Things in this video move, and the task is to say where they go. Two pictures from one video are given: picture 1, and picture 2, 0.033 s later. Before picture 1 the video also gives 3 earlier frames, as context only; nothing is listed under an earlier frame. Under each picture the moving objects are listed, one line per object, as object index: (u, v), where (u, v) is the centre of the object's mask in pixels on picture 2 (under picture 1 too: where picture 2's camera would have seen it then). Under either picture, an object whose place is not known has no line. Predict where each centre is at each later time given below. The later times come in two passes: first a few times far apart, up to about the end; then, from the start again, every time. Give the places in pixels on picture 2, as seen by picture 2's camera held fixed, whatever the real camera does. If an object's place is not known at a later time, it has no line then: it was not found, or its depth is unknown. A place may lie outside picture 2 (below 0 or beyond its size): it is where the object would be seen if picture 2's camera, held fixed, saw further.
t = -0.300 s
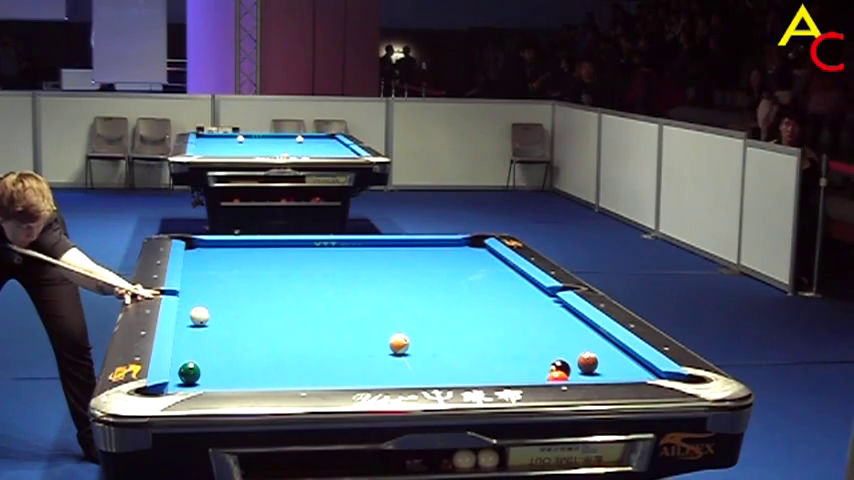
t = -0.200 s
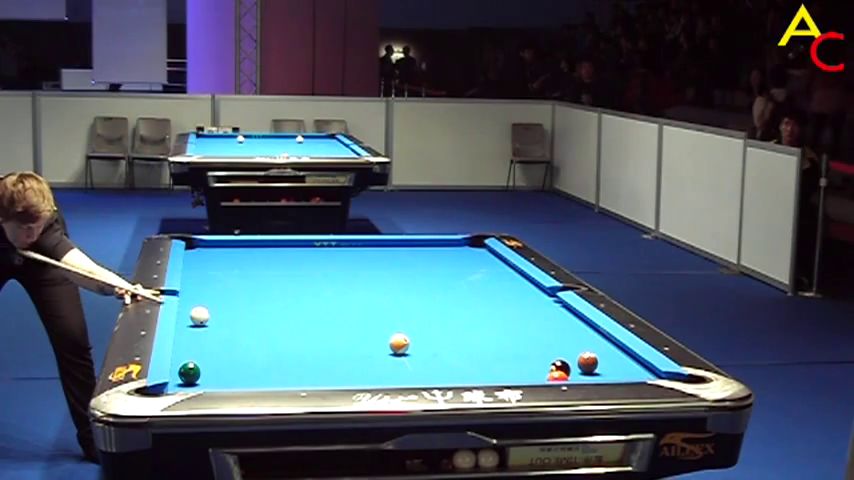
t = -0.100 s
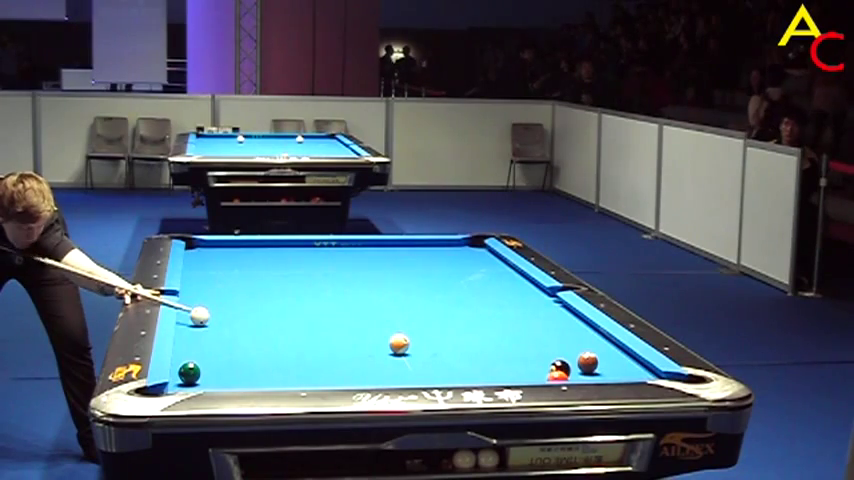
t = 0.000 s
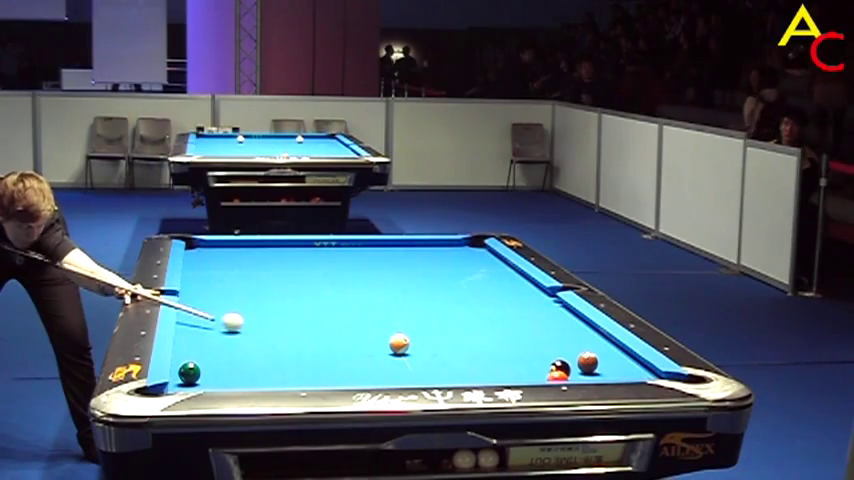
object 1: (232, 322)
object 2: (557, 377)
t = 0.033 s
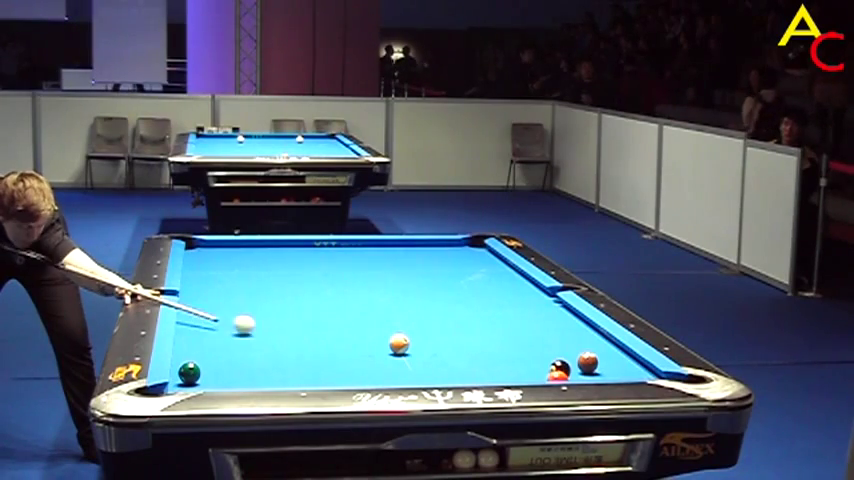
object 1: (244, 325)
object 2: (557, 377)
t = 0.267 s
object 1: (328, 341)
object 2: (557, 377)
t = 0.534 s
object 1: (436, 363)
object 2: (557, 377)
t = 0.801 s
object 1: (530, 375)
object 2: (572, 376)
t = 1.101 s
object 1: (505, 364)
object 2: (638, 374)
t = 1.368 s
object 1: (488, 351)
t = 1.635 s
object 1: (472, 341)
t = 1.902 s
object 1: (458, 331)
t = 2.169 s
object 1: (445, 322)
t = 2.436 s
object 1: (433, 314)
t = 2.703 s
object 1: (423, 306)
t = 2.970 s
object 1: (413, 300)
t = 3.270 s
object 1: (404, 293)
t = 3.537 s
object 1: (396, 288)
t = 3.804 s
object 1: (388, 283)
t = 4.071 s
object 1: (381, 279)
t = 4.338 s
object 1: (375, 275)
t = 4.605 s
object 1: (369, 272)
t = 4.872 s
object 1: (365, 268)
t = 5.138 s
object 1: (360, 266)
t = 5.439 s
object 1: (355, 263)
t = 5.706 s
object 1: (351, 261)
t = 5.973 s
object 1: (348, 259)
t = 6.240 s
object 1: (344, 257)
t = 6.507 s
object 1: (342, 256)
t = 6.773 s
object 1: (340, 254)
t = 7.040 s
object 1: (337, 253)
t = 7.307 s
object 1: (336, 252)
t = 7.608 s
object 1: (334, 252)
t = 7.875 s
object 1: (334, 251)
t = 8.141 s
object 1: (334, 251)
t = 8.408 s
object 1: (334, 251)
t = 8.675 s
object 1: (334, 251)
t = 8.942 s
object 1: (334, 251)
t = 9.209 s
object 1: (334, 251)
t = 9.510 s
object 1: (334, 251)
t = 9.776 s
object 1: (334, 251)
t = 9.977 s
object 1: (334, 251)
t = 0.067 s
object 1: (256, 327)
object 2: (557, 377)
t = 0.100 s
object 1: (267, 329)
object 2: (557, 377)
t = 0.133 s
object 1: (279, 331)
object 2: (557, 377)
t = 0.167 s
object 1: (291, 334)
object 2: (557, 377)
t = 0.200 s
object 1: (304, 337)
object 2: (557, 377)
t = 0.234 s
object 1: (316, 339)
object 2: (557, 377)
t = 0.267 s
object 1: (328, 341)
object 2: (557, 377)
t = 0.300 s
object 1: (341, 344)
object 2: (557, 377)
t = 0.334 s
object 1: (354, 346)
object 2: (557, 377)
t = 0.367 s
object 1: (367, 349)
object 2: (557, 377)
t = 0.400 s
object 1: (380, 352)
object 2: (557, 377)
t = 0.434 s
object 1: (394, 355)
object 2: (557, 377)
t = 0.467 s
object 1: (408, 357)
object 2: (557, 377)
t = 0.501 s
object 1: (422, 360)
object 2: (557, 377)
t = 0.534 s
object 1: (436, 363)
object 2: (557, 377)
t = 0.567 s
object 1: (450, 365)
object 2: (557, 377)
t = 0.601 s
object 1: (464, 368)
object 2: (557, 377)
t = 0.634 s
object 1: (479, 370)
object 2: (557, 377)
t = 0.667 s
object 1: (494, 372)
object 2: (557, 377)
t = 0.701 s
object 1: (509, 373)
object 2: (557, 377)
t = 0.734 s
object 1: (524, 375)
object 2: (557, 377)
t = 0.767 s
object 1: (535, 376)
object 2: (561, 376)
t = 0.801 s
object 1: (530, 375)
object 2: (572, 376)
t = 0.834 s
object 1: (525, 374)
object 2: (581, 376)
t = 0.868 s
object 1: (522, 373)
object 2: (590, 376)
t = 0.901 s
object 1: (520, 372)
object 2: (597, 375)
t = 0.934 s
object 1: (517, 371)
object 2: (604, 375)
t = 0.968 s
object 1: (515, 370)
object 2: (610, 375)
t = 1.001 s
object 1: (512, 369)
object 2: (618, 375)
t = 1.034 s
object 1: (510, 367)
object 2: (624, 375)
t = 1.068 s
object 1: (507, 365)
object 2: (631, 374)
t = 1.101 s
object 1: (505, 364)
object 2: (638, 374)
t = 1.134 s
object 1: (503, 362)
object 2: (645, 374)
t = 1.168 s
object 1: (500, 361)
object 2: (652, 374)
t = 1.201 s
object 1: (498, 359)
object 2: (659, 374)
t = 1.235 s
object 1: (496, 357)
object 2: (666, 374)
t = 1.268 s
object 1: (494, 356)
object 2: (668, 374)
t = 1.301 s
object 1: (492, 355)
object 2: (670, 377)
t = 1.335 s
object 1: (490, 353)
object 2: (673, 380)
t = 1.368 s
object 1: (488, 351)
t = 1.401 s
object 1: (485, 350)
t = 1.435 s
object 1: (483, 349)
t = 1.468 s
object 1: (482, 347)
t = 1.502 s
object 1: (479, 346)
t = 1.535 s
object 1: (477, 345)
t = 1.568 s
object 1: (476, 343)
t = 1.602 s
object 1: (474, 342)
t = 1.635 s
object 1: (472, 341)
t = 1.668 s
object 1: (470, 339)
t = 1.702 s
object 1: (468, 338)
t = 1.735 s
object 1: (466, 337)
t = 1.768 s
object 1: (465, 335)
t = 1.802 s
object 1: (463, 334)
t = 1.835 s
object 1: (461, 333)
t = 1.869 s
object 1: (459, 332)
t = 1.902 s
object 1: (458, 331)
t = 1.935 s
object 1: (456, 330)
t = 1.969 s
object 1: (454, 328)
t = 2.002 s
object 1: (453, 327)
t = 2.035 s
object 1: (451, 326)
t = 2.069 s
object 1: (450, 325)
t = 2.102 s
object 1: (448, 324)
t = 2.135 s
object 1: (447, 323)
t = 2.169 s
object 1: (445, 322)
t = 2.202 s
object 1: (444, 321)
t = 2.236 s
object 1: (442, 320)
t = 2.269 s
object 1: (440, 319)
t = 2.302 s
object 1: (439, 318)
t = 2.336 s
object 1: (438, 317)
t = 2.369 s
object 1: (436, 316)
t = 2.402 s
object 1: (435, 314)
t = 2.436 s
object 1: (433, 314)
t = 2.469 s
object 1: (432, 313)
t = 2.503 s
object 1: (431, 312)
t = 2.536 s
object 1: (429, 311)
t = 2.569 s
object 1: (428, 310)
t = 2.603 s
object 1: (427, 309)
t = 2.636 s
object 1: (425, 308)
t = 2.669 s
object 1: (424, 307)
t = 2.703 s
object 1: (423, 306)
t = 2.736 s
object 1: (422, 306)
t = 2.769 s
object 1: (421, 305)
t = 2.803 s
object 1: (419, 304)
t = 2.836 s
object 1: (418, 303)
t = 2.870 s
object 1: (417, 302)
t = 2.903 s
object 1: (415, 302)
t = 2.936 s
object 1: (414, 301)
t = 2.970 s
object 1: (413, 300)
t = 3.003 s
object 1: (412, 299)
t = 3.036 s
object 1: (411, 299)
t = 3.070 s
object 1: (410, 298)
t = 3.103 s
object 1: (409, 297)
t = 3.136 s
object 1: (407, 296)
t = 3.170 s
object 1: (407, 295)
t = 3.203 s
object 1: (406, 295)
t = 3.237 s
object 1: (405, 294)
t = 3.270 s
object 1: (404, 293)
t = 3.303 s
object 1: (403, 293)
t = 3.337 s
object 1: (402, 292)
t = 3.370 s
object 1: (401, 291)
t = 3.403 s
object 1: (399, 291)
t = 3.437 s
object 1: (398, 290)
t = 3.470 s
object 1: (397, 289)
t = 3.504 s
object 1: (397, 289)
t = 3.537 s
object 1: (396, 288)
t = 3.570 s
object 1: (395, 288)
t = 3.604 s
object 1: (394, 287)
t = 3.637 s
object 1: (393, 286)
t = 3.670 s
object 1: (392, 286)
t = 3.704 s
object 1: (391, 285)
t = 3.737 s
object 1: (390, 284)
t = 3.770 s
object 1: (389, 284)
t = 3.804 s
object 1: (388, 283)
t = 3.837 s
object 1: (387, 283)
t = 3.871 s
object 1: (386, 282)
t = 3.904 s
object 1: (386, 281)
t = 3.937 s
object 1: (385, 281)
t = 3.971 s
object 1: (384, 280)
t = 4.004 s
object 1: (383, 280)
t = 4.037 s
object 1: (382, 279)
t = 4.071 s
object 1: (381, 279)
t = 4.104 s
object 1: (380, 278)
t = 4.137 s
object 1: (380, 278)
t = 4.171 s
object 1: (379, 277)
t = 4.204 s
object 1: (378, 277)
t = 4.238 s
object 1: (377, 276)
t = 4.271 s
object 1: (377, 276)
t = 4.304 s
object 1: (376, 276)
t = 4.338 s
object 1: (375, 275)
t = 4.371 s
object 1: (374, 275)
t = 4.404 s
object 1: (373, 274)
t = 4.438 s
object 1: (373, 274)
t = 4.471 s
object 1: (372, 273)
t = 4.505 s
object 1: (371, 273)
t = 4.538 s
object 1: (371, 272)
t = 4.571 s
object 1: (370, 272)
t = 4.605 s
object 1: (369, 272)
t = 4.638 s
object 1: (369, 271)
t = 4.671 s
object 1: (368, 271)
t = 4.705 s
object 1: (367, 270)
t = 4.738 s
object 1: (367, 270)
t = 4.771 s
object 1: (366, 270)
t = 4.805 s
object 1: (366, 269)
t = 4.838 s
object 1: (365, 269)
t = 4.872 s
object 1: (365, 268)
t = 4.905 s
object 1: (364, 268)
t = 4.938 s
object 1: (363, 268)
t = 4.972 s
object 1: (363, 268)
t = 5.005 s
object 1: (362, 267)
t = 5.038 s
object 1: (362, 266)
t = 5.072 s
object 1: (361, 266)
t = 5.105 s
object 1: (360, 266)
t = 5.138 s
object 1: (360, 266)
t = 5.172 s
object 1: (359, 265)
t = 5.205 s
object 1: (359, 265)
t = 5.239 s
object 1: (358, 265)
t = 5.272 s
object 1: (358, 265)
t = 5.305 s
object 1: (357, 264)
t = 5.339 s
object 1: (357, 264)
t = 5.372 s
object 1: (356, 264)
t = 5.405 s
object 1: (355, 263)
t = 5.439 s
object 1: (355, 263)
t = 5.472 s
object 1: (355, 263)
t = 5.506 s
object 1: (354, 262)
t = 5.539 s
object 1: (354, 262)
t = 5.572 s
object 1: (353, 262)
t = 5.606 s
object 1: (353, 262)
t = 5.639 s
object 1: (352, 261)
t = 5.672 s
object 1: (352, 261)
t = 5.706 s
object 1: (351, 261)
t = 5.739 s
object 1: (351, 260)
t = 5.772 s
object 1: (350, 260)
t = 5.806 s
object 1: (350, 260)
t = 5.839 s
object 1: (350, 260)
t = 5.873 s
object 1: (349, 259)
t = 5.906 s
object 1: (349, 259)
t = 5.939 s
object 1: (348, 259)
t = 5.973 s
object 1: (348, 259)
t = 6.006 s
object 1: (348, 258)
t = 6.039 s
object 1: (347, 258)
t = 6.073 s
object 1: (347, 258)
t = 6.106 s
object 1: (346, 258)
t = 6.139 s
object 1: (346, 258)
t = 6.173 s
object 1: (345, 257)
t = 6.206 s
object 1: (345, 257)
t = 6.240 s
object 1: (344, 257)
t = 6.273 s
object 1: (344, 257)
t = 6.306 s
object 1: (344, 257)
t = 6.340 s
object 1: (343, 257)
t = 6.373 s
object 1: (343, 256)
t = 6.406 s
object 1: (343, 256)
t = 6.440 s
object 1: (343, 256)
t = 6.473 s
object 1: (343, 256)
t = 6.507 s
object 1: (342, 256)
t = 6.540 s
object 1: (342, 255)
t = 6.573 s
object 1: (342, 255)
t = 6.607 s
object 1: (341, 255)
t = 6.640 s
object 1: (341, 255)
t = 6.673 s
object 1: (341, 255)
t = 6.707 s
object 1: (340, 255)
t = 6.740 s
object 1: (340, 255)
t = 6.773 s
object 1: (340, 254)
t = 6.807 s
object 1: (339, 255)
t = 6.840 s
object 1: (339, 254)
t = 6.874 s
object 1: (339, 254)
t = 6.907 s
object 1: (338, 254)
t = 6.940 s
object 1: (338, 254)
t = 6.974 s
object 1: (338, 254)
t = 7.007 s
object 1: (338, 253)
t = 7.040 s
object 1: (337, 253)
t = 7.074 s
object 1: (337, 253)
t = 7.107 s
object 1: (337, 253)
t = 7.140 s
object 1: (337, 253)
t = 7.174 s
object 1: (336, 253)
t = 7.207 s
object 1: (336, 253)
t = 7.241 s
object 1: (336, 253)
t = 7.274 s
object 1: (336, 252)
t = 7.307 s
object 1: (336, 252)
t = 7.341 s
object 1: (335, 252)
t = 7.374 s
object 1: (335, 252)
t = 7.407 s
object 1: (335, 252)
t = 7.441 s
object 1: (335, 252)
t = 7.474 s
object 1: (335, 252)
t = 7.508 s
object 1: (335, 252)
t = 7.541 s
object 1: (334, 252)
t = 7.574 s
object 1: (334, 252)
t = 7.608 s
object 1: (334, 252)
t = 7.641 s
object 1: (334, 252)
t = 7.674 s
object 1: (334, 252)
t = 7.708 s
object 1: (334, 252)
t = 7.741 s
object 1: (334, 251)
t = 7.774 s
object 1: (334, 251)
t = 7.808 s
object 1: (334, 251)
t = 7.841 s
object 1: (334, 251)
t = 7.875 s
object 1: (334, 251)
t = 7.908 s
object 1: (334, 251)
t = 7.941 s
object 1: (334, 251)
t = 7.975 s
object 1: (334, 251)
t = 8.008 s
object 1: (334, 251)
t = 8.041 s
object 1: (334, 251)
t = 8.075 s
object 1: (334, 251)
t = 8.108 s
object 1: (334, 251)
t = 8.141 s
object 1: (334, 251)
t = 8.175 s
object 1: (334, 251)
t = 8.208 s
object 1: (334, 251)
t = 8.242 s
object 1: (334, 251)
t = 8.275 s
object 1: (334, 251)
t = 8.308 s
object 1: (334, 251)
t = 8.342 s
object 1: (334, 251)
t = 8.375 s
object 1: (334, 251)
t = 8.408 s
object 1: (334, 251)
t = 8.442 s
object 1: (334, 251)
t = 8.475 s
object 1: (334, 251)
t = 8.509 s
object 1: (334, 251)
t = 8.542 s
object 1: (334, 251)
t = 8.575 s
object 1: (334, 251)
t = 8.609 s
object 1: (334, 251)
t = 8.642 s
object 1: (334, 251)
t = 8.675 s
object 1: (334, 251)
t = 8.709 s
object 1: (334, 251)
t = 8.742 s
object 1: (334, 251)
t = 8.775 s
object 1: (334, 251)
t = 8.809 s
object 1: (334, 251)
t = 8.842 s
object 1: (334, 251)
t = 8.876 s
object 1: (334, 251)
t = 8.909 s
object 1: (334, 251)
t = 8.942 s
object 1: (334, 251)
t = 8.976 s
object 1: (334, 251)
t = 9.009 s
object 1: (334, 251)
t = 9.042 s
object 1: (334, 251)
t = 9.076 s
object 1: (334, 251)
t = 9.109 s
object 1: (334, 251)
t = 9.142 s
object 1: (334, 251)
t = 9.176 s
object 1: (334, 251)
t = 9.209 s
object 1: (334, 251)
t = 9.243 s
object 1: (334, 251)
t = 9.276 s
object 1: (334, 251)
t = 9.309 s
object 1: (334, 251)
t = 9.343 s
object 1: (334, 251)
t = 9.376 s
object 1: (334, 251)
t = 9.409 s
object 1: (334, 251)
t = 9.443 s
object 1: (334, 251)
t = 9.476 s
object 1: (334, 251)
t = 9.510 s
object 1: (334, 251)
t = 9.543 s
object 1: (334, 251)
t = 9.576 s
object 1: (334, 251)
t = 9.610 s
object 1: (334, 251)
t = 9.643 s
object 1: (334, 251)
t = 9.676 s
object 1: (334, 251)
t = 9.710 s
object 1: (334, 251)
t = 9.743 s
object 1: (334, 251)
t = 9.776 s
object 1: (334, 251)
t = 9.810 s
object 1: (334, 251)
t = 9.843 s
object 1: (334, 251)
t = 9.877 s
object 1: (334, 251)
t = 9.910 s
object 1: (334, 251)
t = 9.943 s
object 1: (334, 251)
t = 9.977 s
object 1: (334, 251)
